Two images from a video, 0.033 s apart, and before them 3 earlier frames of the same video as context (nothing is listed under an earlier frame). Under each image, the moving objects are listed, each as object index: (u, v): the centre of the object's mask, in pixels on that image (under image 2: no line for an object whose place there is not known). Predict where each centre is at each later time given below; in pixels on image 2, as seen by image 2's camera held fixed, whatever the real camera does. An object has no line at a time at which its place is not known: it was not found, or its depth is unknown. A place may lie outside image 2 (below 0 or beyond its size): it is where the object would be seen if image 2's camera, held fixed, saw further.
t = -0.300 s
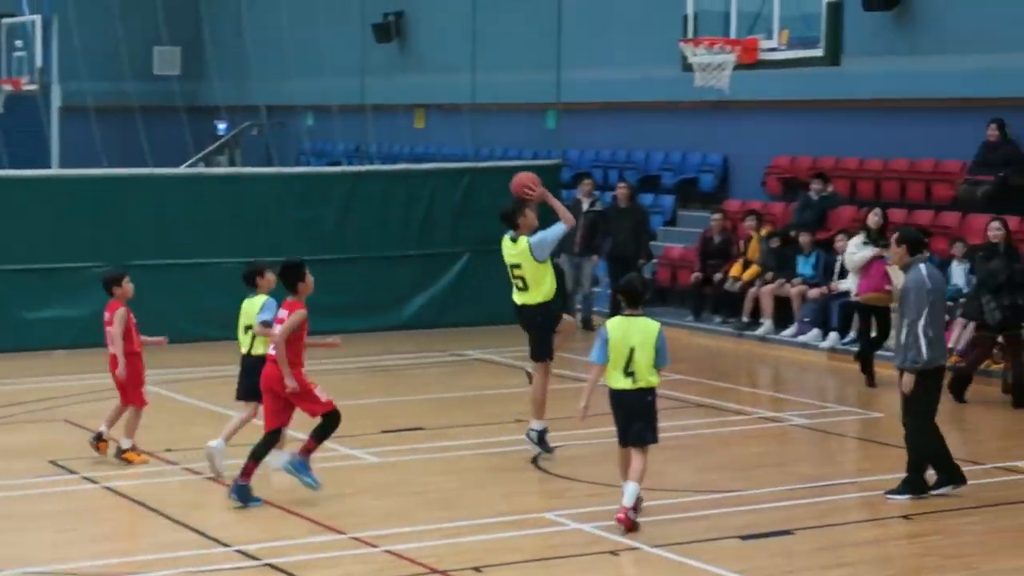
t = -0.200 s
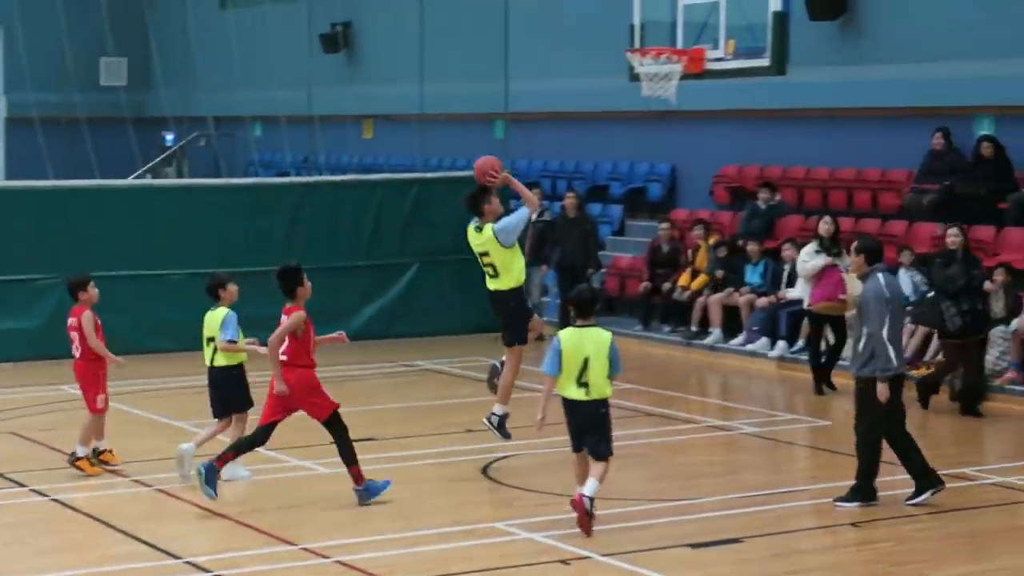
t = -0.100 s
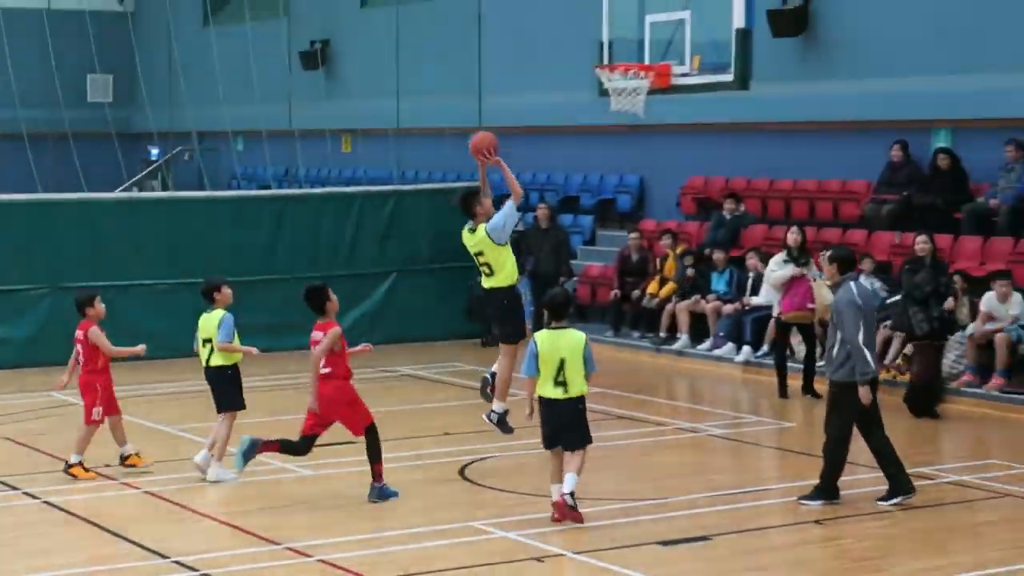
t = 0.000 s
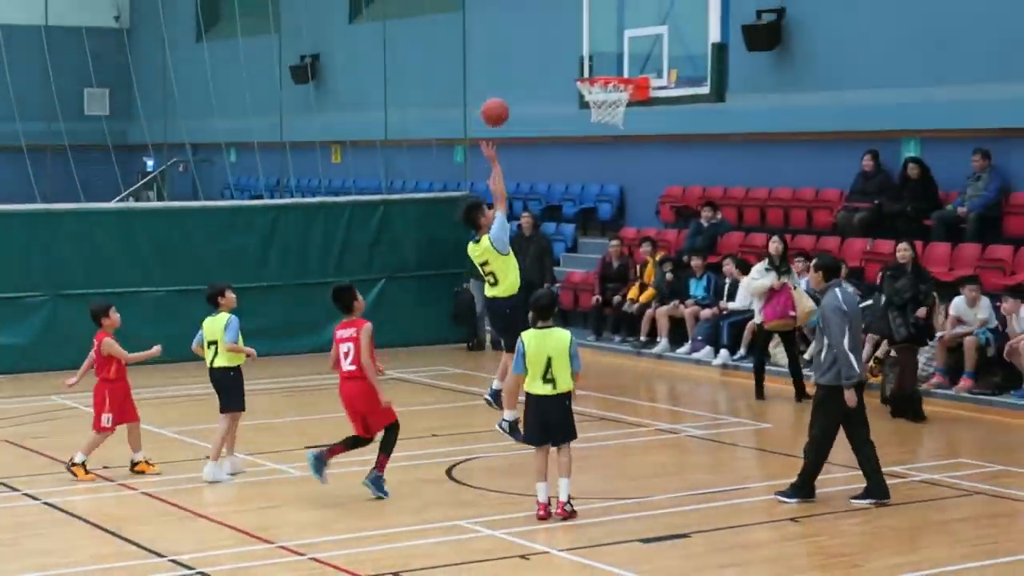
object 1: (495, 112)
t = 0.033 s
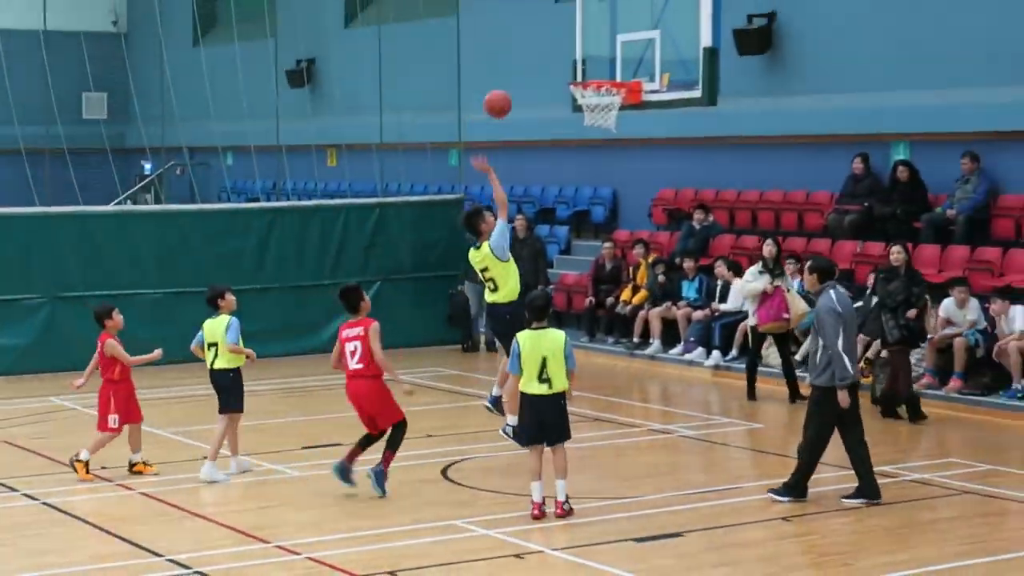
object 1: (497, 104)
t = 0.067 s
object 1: (506, 92)
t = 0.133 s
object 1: (524, 76)
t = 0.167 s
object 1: (532, 70)
